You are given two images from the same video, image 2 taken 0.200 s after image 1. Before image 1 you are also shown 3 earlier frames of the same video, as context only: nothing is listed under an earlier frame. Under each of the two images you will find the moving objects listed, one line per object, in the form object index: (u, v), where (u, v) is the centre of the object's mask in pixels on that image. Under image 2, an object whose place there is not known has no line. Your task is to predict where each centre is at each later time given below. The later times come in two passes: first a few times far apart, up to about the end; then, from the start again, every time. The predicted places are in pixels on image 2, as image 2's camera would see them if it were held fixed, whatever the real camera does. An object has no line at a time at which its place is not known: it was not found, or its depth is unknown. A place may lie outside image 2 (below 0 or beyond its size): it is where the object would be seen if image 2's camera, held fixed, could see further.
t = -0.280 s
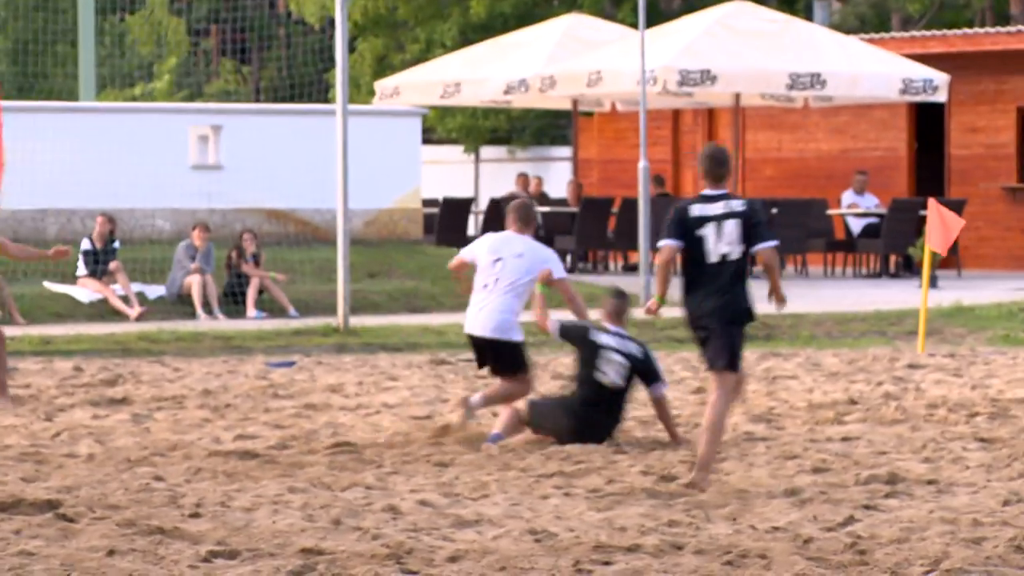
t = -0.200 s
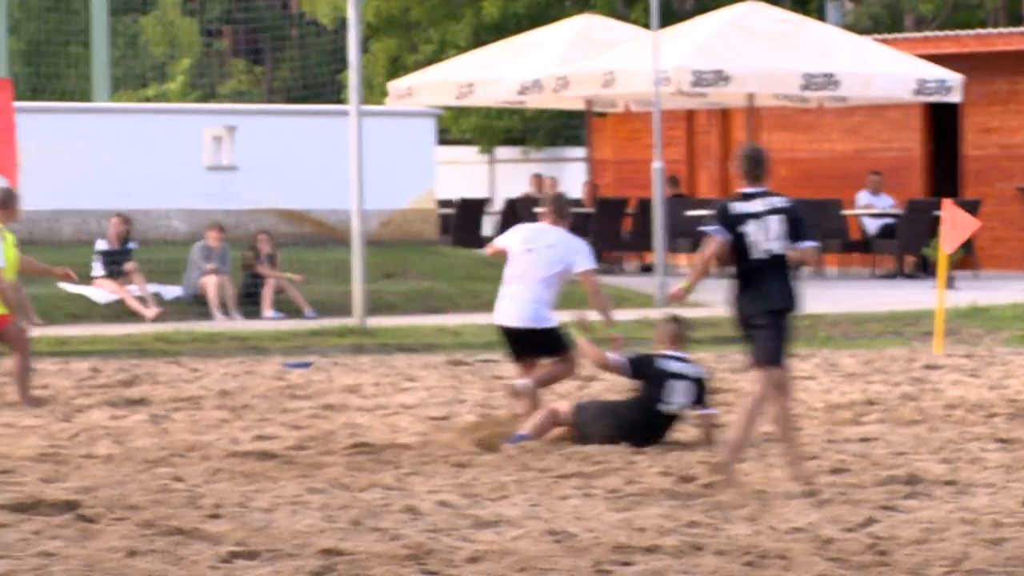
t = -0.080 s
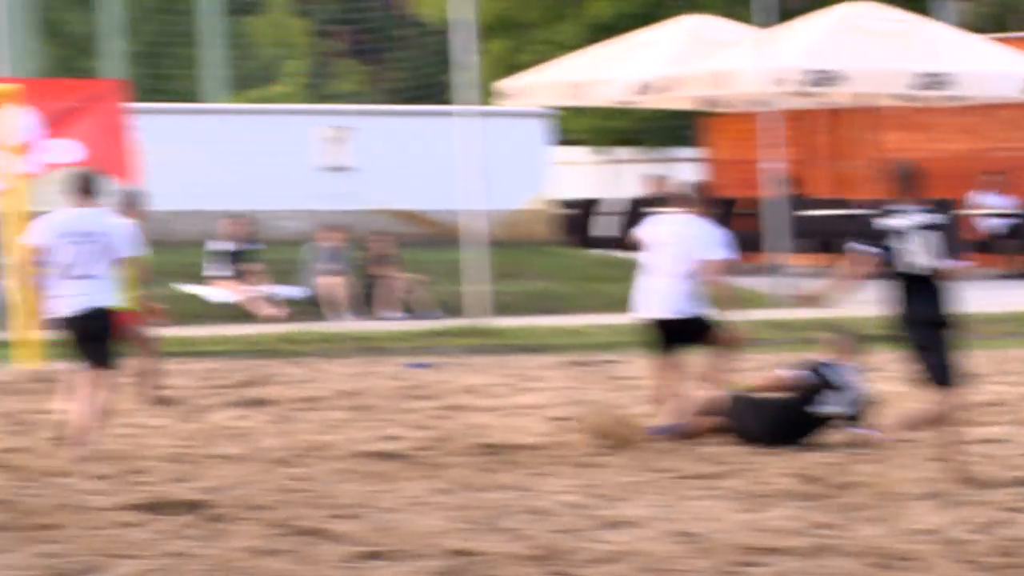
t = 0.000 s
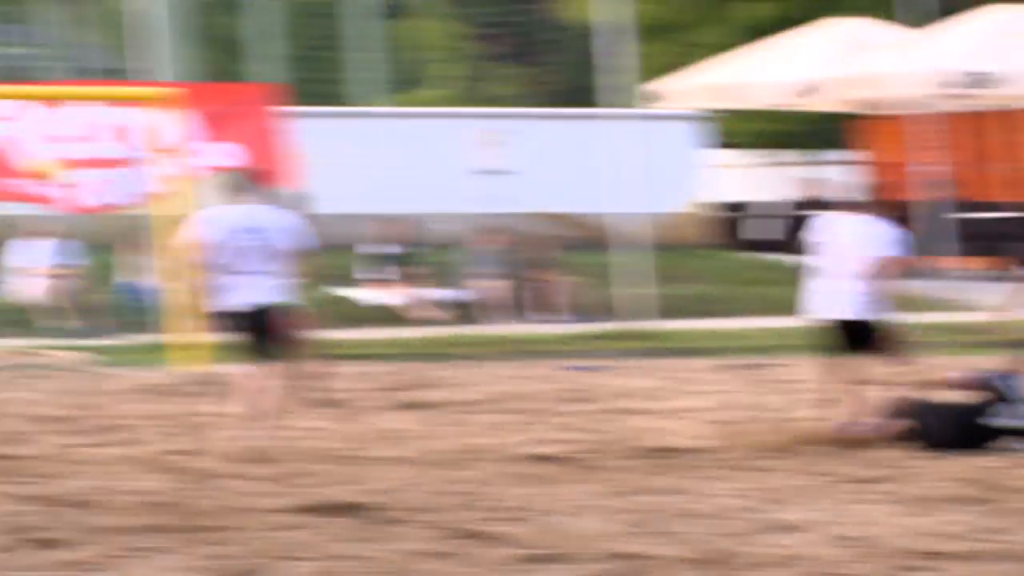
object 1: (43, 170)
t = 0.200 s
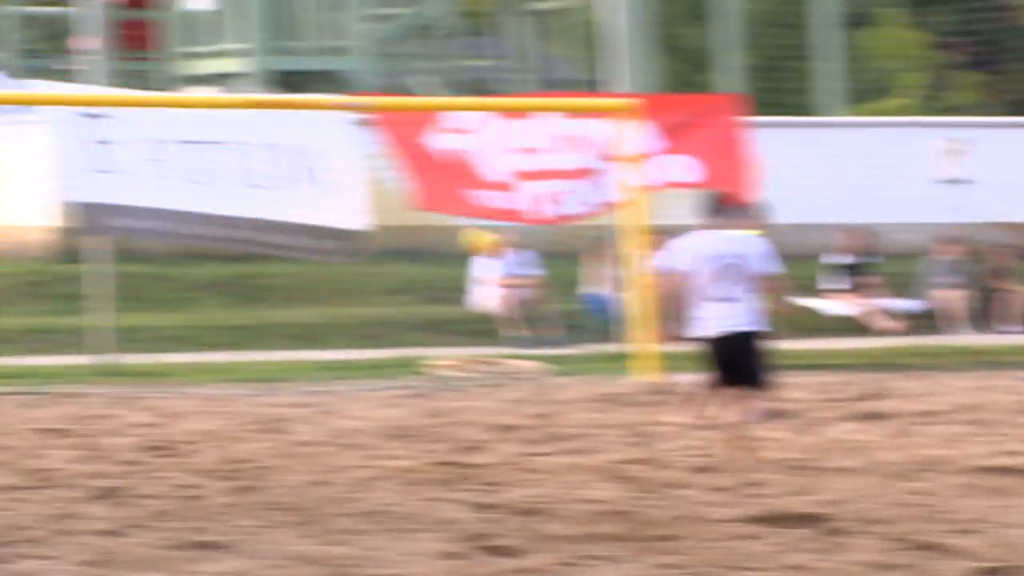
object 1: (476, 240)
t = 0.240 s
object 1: (479, 259)
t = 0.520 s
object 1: (458, 372)
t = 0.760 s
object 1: (450, 377)
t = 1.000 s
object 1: (444, 383)
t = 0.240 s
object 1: (479, 259)
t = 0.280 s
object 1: (480, 280)
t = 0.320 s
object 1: (479, 304)
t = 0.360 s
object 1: (475, 330)
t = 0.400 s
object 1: (468, 354)
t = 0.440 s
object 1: (460, 373)
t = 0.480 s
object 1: (459, 372)
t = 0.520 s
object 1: (458, 372)
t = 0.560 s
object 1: (457, 373)
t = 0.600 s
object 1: (455, 374)
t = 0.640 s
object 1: (453, 376)
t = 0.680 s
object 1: (452, 376)
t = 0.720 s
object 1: (451, 376)
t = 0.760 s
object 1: (450, 377)
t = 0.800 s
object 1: (449, 379)
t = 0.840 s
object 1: (447, 379)
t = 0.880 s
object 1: (446, 380)
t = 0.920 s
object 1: (445, 382)
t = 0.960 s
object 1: (444, 384)
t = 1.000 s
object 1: (444, 383)
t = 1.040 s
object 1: (444, 384)
